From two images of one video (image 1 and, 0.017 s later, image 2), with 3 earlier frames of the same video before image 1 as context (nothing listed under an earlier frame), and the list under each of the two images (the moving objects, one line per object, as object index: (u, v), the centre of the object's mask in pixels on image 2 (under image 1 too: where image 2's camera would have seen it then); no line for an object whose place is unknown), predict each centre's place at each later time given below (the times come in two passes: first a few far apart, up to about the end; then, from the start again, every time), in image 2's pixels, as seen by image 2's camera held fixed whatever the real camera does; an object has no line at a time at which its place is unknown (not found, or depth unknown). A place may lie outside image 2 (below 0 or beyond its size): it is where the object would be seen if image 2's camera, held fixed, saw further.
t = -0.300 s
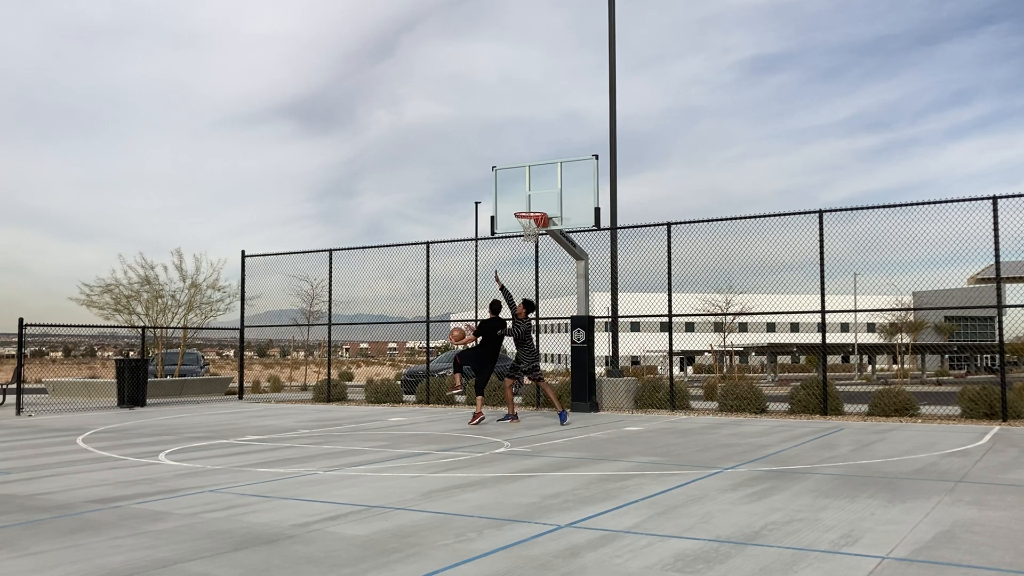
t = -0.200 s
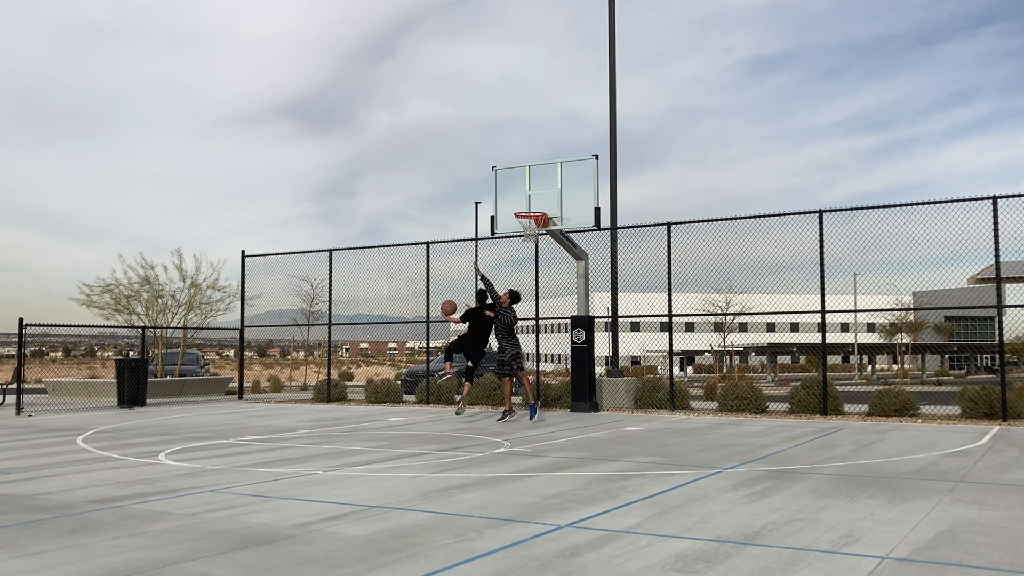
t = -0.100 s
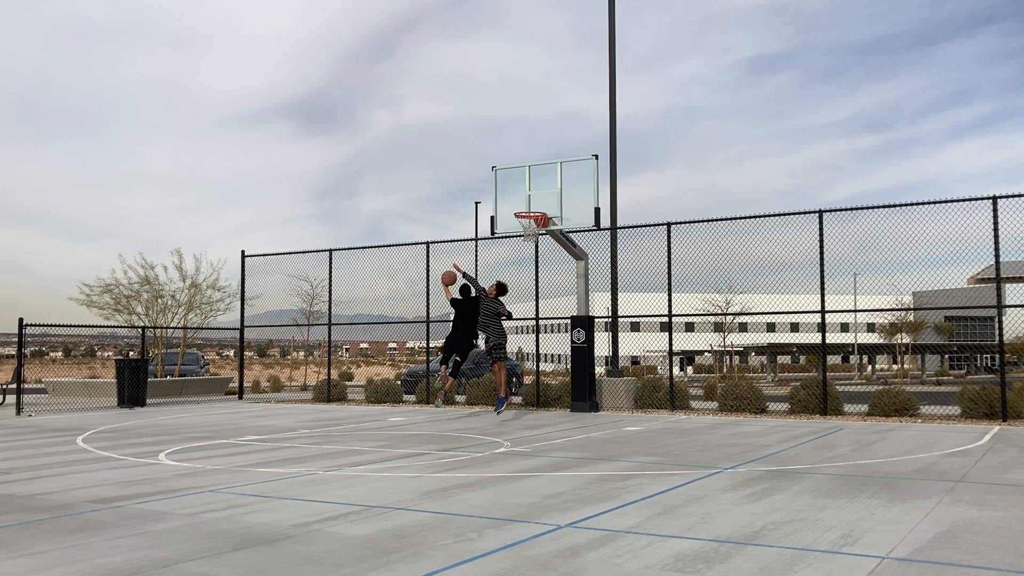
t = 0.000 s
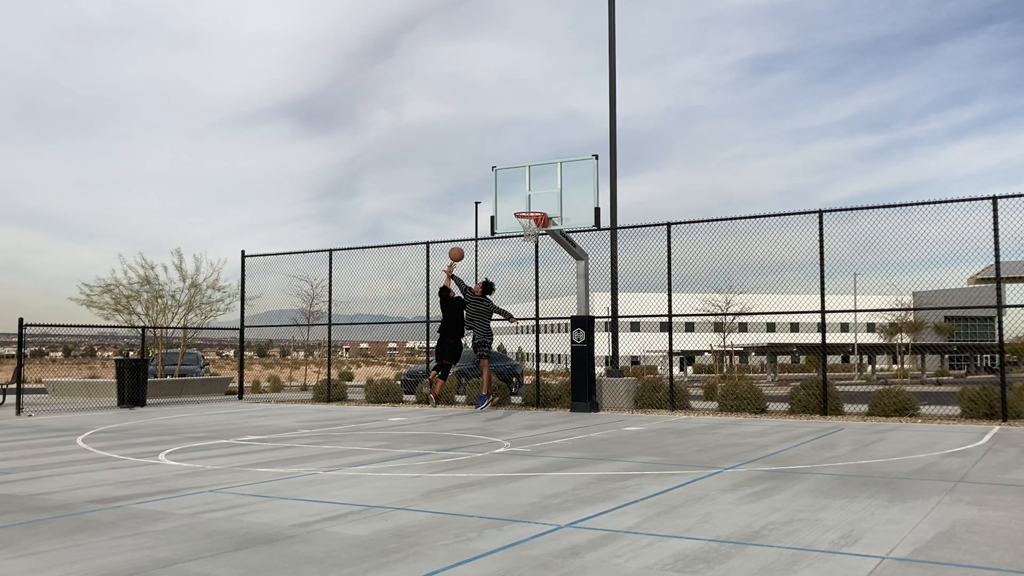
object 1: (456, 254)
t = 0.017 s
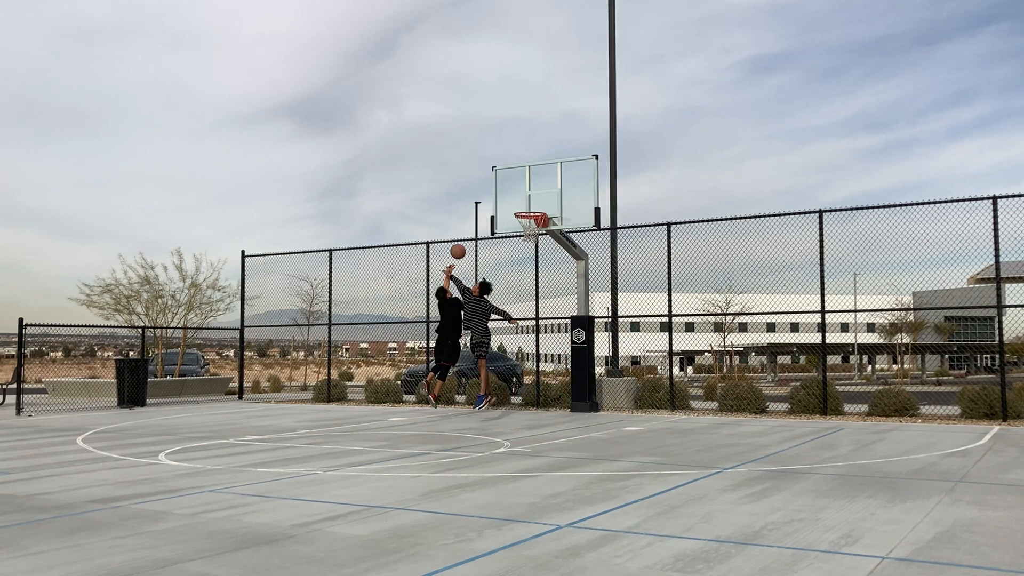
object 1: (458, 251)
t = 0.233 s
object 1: (479, 229)
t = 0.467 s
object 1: (502, 237)
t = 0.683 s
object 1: (524, 277)
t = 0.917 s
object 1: (548, 355)
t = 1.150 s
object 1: (564, 375)
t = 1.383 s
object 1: (572, 318)
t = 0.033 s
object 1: (459, 248)
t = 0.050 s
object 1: (461, 246)
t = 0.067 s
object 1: (463, 243)
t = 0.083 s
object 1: (464, 241)
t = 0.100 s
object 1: (466, 239)
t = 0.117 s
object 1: (468, 237)
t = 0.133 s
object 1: (469, 235)
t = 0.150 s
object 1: (471, 233)
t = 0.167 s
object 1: (473, 232)
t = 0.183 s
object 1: (474, 231)
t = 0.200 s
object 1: (476, 230)
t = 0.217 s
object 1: (477, 229)
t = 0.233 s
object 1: (479, 229)
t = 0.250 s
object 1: (481, 228)
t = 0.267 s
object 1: (483, 228)
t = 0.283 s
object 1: (484, 228)
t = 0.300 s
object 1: (486, 228)
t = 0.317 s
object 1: (487, 228)
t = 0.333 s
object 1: (489, 228)
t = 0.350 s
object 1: (491, 229)
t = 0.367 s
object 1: (492, 230)
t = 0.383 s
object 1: (494, 231)
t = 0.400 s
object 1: (496, 231)
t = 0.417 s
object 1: (497, 233)
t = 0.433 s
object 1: (499, 234)
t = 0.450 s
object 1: (501, 236)
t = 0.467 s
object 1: (502, 237)
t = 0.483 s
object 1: (504, 239)
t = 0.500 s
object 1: (506, 242)
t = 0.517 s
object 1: (507, 244)
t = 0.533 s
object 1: (509, 246)
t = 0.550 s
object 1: (511, 249)
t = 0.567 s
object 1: (512, 252)
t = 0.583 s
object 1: (514, 255)
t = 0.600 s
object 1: (516, 258)
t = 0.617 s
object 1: (517, 262)
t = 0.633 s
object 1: (519, 265)
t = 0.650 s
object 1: (520, 269)
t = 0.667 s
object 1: (522, 273)
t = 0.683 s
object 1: (524, 277)
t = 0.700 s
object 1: (526, 282)
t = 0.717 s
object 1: (527, 286)
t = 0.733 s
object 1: (529, 291)
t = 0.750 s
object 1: (530, 296)
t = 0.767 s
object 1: (532, 301)
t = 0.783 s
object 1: (534, 306)
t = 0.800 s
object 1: (536, 312)
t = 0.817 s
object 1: (538, 317)
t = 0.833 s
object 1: (539, 323)
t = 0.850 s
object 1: (541, 329)
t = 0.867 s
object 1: (542, 335)
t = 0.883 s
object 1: (544, 342)
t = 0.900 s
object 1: (546, 348)
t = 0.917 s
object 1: (548, 355)
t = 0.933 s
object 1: (549, 362)
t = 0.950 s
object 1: (551, 369)
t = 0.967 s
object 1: (553, 377)
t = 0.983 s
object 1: (555, 384)
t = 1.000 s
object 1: (556, 392)
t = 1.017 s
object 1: (559, 400)
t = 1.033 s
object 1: (560, 409)
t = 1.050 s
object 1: (561, 411)
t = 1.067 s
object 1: (561, 405)
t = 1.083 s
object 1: (562, 398)
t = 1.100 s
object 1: (563, 393)
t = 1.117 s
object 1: (563, 386)
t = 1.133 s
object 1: (564, 380)
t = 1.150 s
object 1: (564, 375)
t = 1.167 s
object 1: (564, 370)
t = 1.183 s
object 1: (565, 365)
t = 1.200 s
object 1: (566, 360)
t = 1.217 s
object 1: (566, 355)
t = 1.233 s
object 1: (567, 350)
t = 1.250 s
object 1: (567, 346)
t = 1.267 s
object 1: (568, 342)
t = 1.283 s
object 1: (568, 338)
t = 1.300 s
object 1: (568, 334)
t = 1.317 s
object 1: (569, 330)
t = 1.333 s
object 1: (569, 327)
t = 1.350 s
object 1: (570, 324)
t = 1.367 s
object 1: (571, 321)
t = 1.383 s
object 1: (572, 318)
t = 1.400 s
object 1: (572, 315)
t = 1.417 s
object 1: (573, 313)
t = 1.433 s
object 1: (573, 310)
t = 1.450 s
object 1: (573, 308)
